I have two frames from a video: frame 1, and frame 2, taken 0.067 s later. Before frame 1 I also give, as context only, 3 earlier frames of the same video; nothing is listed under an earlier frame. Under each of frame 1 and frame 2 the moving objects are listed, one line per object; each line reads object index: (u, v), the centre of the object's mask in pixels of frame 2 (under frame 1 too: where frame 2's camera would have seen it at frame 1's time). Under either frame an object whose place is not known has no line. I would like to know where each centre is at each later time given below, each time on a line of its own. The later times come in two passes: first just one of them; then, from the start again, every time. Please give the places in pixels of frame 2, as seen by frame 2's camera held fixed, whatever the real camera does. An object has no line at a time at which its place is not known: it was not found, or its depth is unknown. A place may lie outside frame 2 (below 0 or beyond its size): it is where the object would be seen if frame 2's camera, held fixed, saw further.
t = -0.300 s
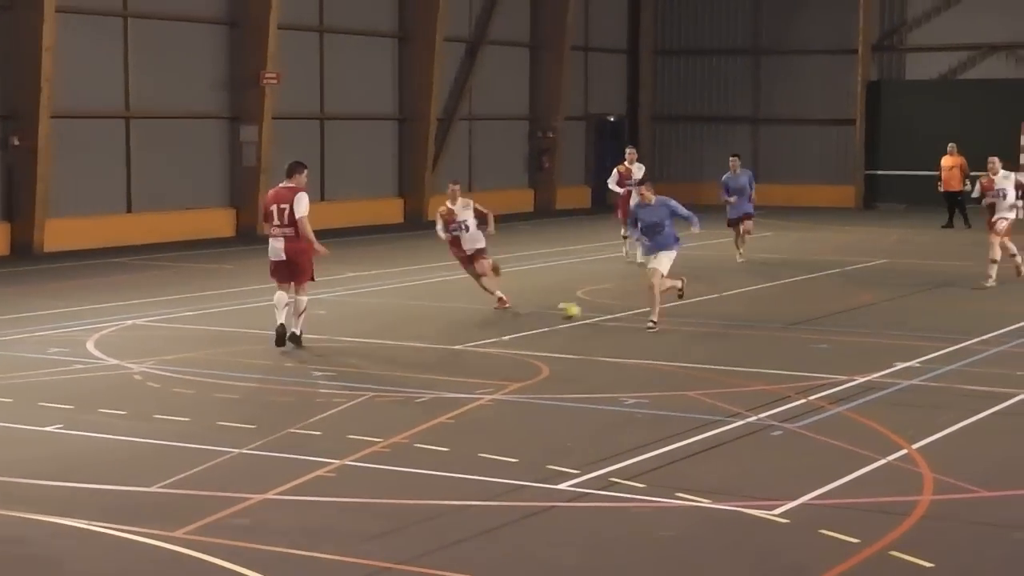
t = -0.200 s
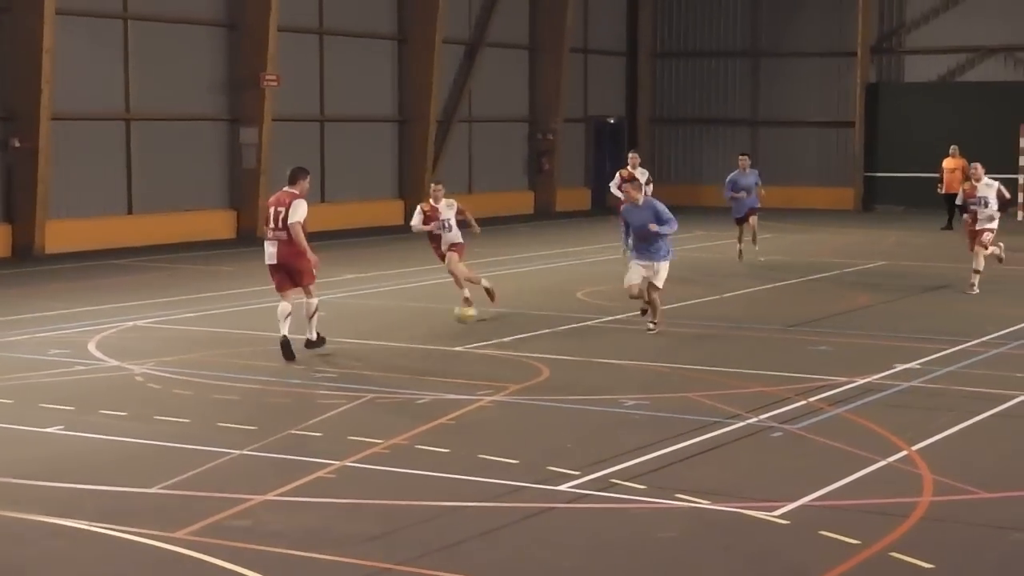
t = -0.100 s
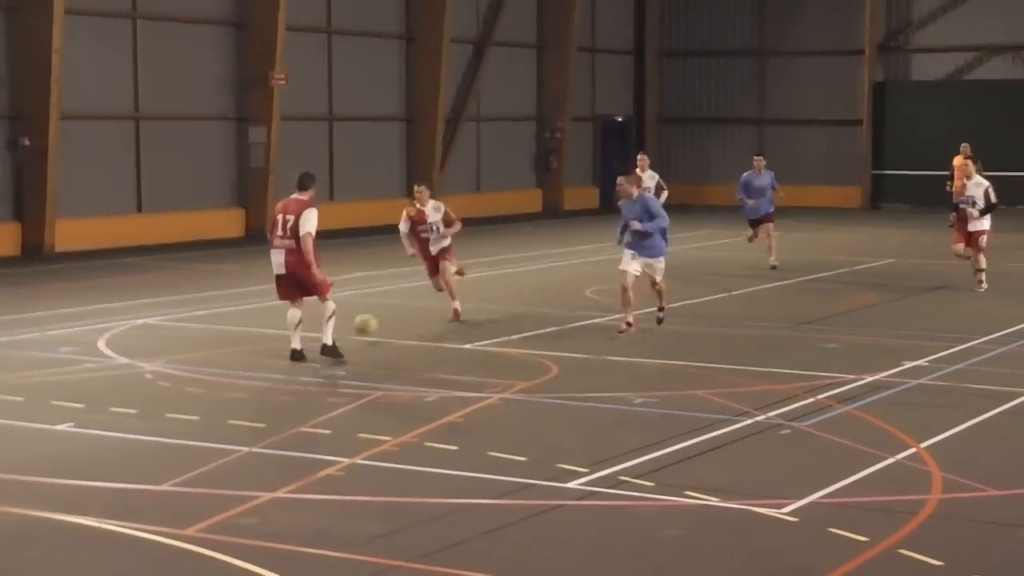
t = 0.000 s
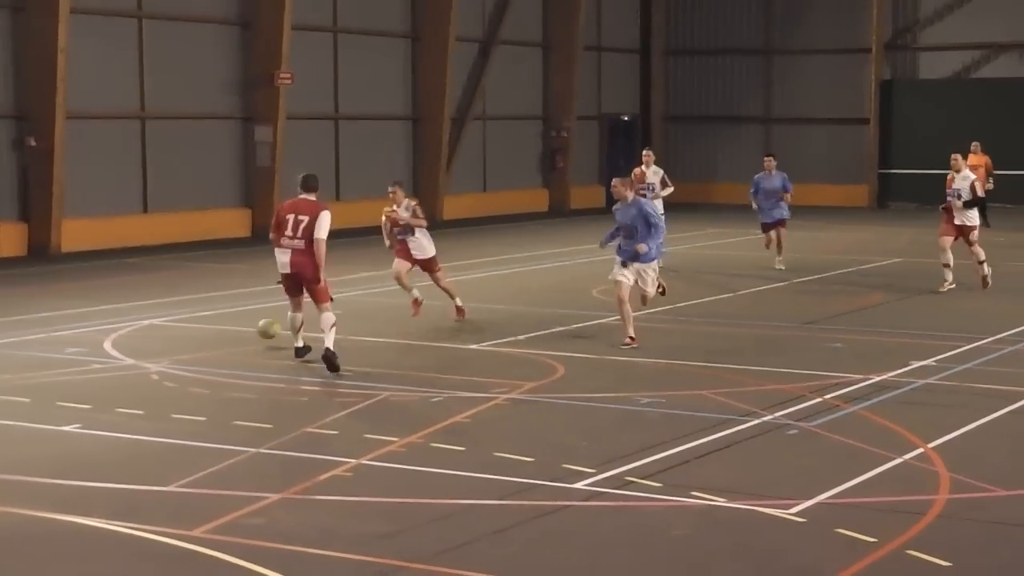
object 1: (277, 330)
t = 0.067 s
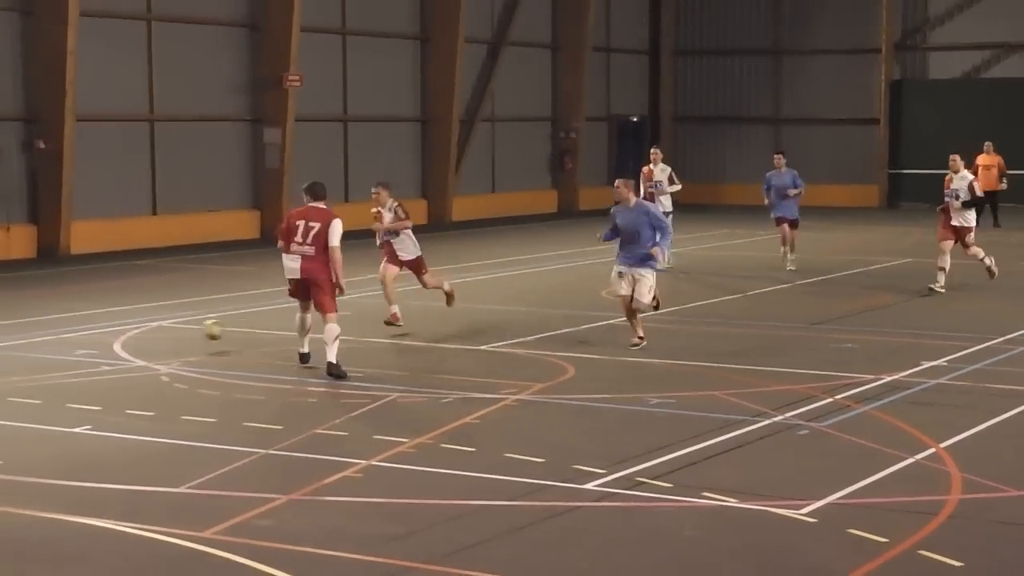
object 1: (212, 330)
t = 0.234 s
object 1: (42, 347)
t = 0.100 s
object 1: (176, 331)
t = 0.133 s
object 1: (144, 334)
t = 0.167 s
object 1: (112, 338)
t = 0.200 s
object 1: (75, 344)
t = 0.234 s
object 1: (42, 347)
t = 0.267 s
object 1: (13, 345)
